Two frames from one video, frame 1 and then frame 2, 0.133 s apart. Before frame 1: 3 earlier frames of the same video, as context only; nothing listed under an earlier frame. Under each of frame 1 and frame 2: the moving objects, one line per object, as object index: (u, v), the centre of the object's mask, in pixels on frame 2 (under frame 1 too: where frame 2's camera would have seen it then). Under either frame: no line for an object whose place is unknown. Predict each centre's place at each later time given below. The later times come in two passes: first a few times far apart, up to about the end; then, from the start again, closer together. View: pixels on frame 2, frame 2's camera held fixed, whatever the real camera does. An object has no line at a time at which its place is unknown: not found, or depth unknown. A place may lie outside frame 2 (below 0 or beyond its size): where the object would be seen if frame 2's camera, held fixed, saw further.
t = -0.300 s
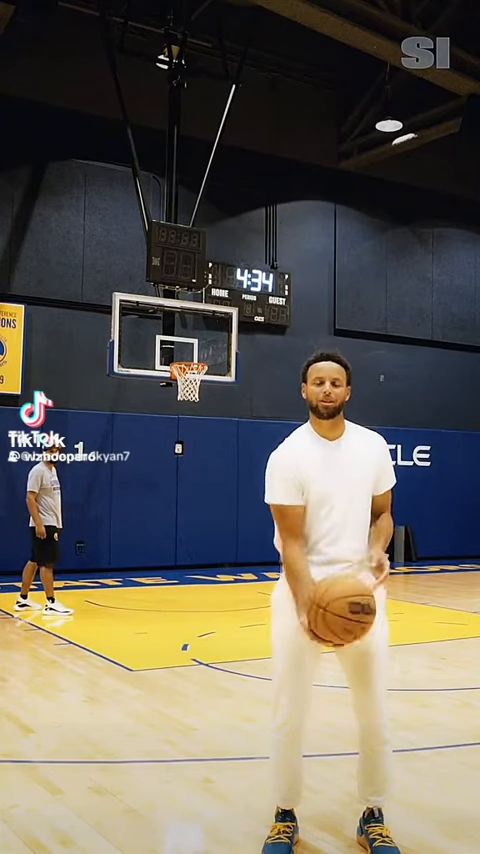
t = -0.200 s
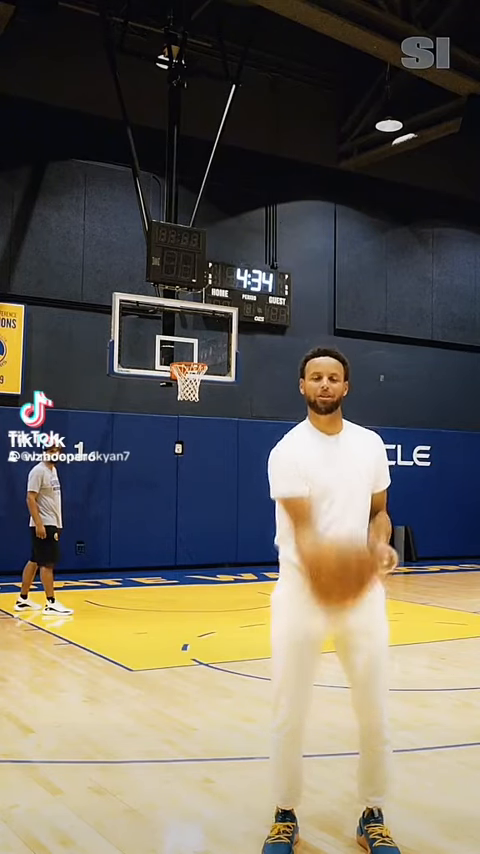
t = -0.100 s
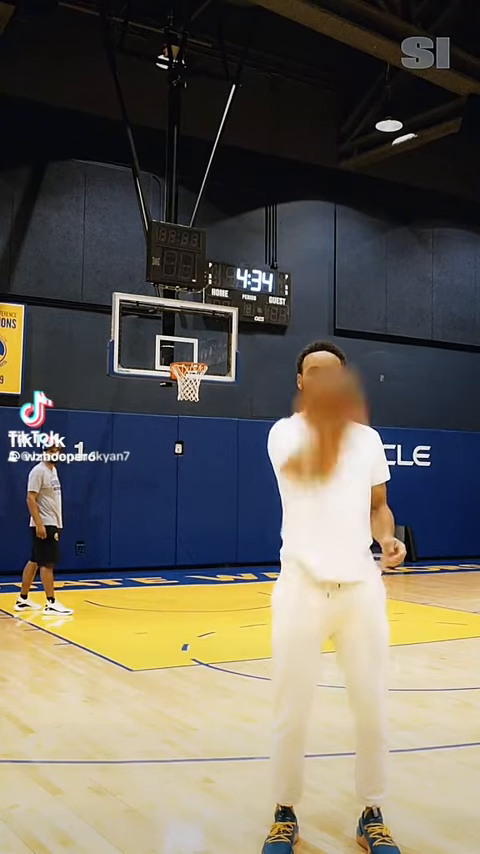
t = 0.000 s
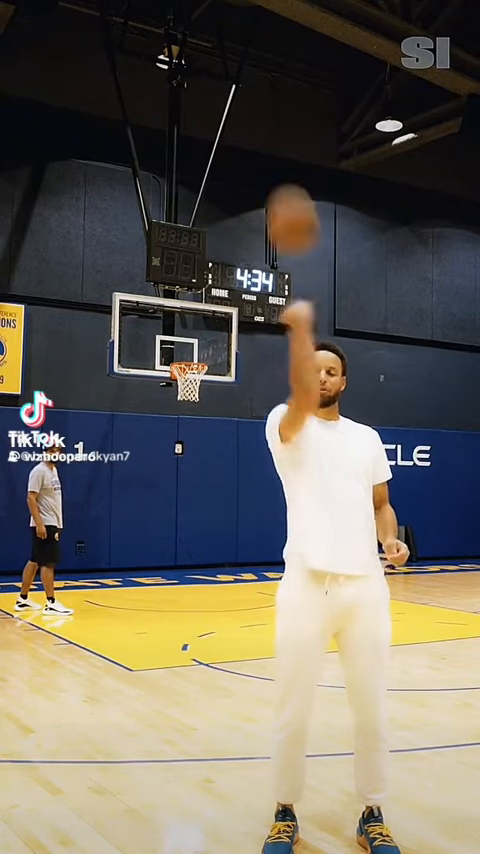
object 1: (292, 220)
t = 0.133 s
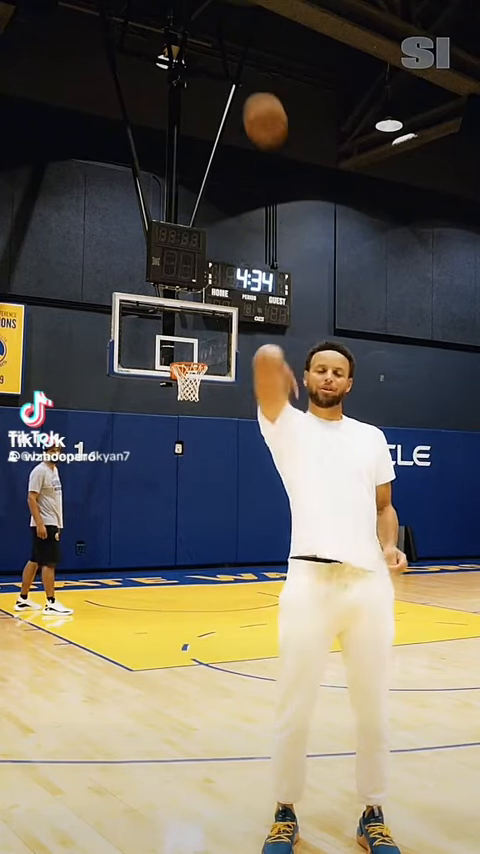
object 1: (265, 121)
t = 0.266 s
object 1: (246, 72)
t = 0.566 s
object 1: (219, 72)
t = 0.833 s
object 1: (204, 140)
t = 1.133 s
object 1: (194, 258)
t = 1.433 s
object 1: (189, 391)
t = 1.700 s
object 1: (192, 471)
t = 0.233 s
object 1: (250, 82)
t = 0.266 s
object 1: (246, 72)
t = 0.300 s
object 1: (242, 66)
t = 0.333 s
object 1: (238, 62)
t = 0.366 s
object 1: (234, 60)
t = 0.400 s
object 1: (232, 59)
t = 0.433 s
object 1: (229, 59)
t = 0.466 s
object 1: (226, 61)
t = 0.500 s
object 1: (223, 64)
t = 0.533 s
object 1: (221, 68)
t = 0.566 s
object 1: (219, 72)
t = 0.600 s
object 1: (216, 79)
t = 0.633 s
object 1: (214, 85)
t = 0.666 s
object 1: (212, 93)
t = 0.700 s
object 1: (211, 101)
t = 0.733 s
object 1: (208, 110)
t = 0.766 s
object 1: (207, 120)
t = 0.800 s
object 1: (205, 129)
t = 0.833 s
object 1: (204, 140)
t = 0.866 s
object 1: (203, 152)
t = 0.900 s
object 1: (201, 164)
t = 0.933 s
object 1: (200, 176)
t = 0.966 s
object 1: (199, 189)
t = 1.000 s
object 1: (198, 202)
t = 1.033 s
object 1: (198, 215)
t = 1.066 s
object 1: (197, 229)
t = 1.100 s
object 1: (195, 243)
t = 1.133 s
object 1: (194, 258)
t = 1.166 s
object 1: (194, 274)
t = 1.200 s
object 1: (193, 288)
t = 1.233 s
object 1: (192, 305)
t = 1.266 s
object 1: (191, 321)
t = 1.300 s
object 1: (191, 336)
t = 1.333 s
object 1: (188, 352)
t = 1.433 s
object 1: (189, 391)
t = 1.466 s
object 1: (190, 397)
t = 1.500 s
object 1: (191, 405)
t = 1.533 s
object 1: (191, 414)
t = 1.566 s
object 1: (191, 424)
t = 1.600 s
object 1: (191, 434)
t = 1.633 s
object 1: (192, 446)
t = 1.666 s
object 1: (192, 459)
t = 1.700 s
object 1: (192, 471)
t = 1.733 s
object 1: (192, 485)
